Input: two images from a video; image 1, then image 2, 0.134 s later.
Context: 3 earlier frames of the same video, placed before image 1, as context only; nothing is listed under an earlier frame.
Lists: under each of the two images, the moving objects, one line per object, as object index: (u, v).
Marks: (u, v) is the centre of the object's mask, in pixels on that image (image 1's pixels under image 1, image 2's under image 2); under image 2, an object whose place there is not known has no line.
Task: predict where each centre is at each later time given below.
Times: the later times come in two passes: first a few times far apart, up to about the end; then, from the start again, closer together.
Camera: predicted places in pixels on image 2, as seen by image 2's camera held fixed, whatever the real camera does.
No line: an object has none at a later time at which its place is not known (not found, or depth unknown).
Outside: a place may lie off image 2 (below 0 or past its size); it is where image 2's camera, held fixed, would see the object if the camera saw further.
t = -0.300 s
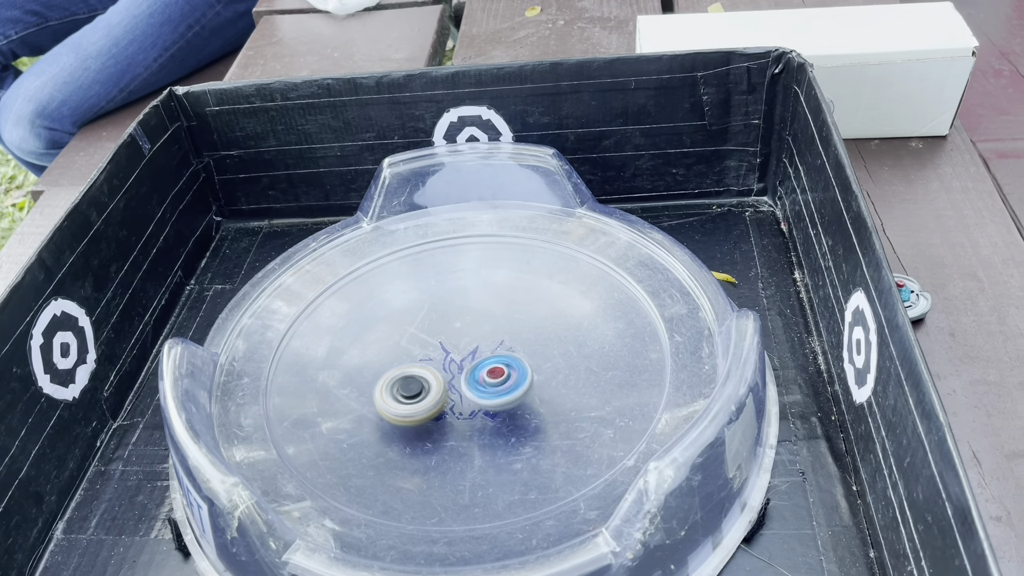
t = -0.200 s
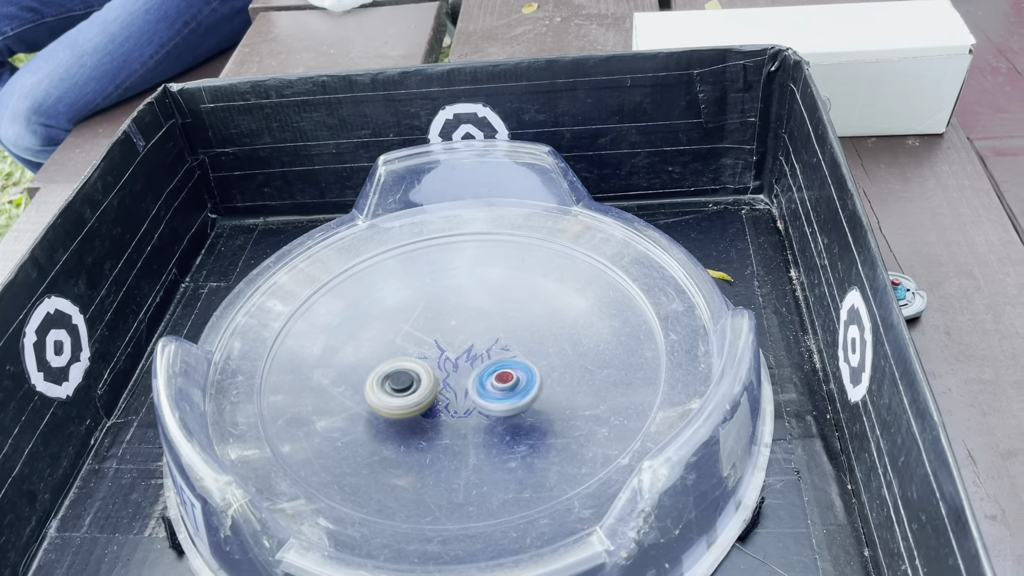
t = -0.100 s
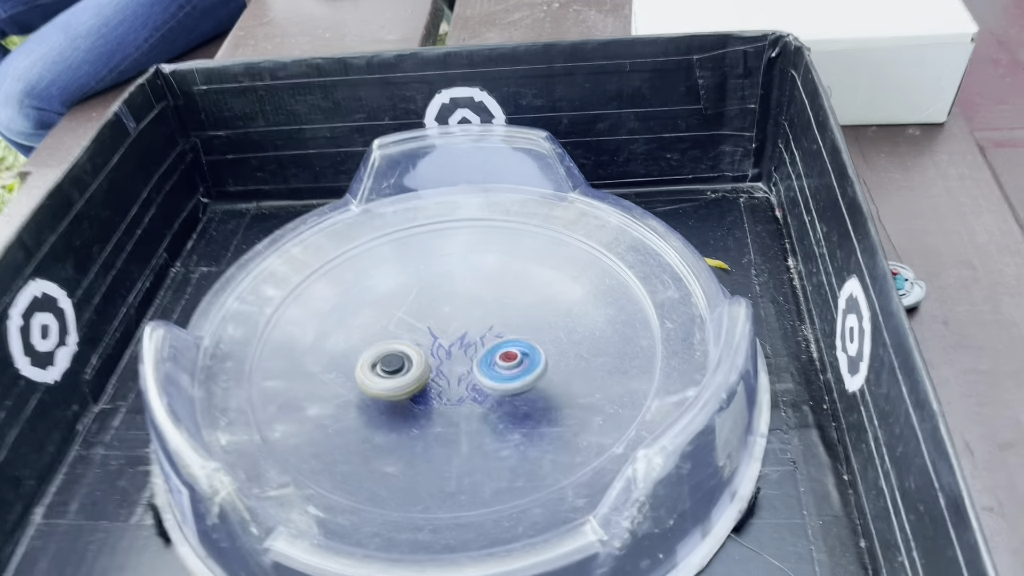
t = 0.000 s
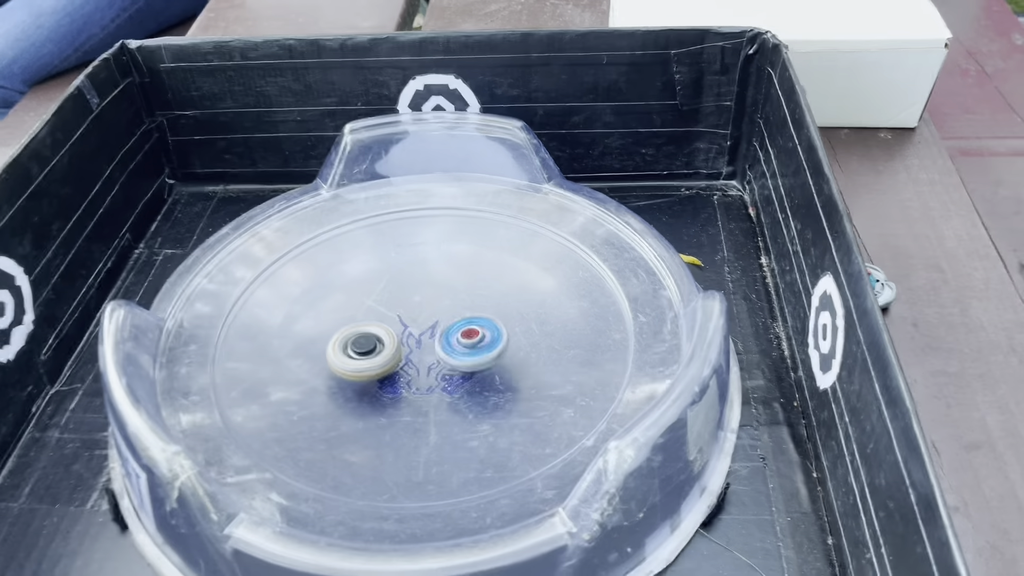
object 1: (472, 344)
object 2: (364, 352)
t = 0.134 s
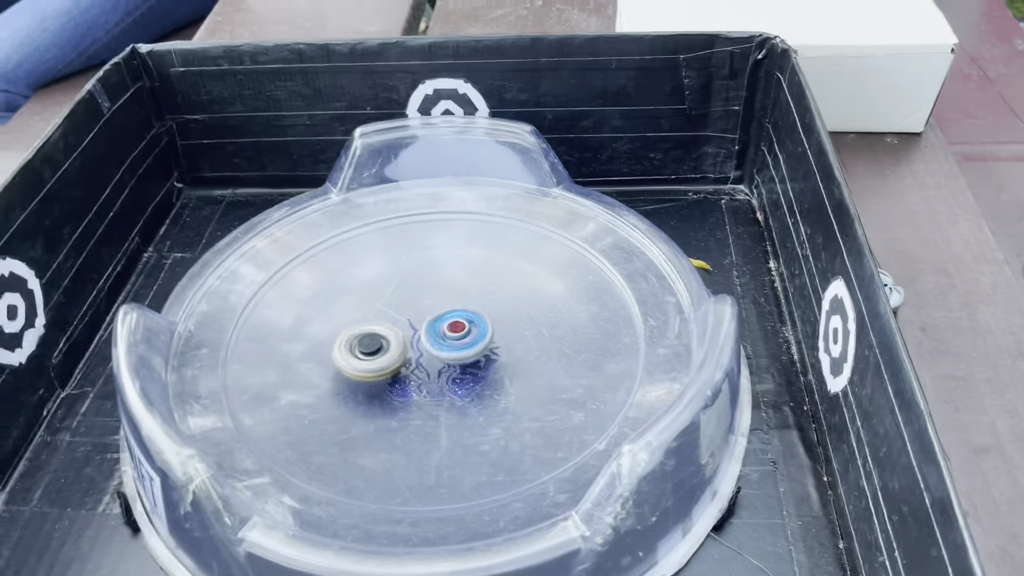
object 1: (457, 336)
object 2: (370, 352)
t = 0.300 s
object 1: (443, 322)
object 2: (364, 347)
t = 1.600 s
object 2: (374, 352)
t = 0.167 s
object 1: (456, 332)
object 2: (363, 353)
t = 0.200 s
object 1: (455, 328)
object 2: (362, 352)
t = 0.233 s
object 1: (451, 324)
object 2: (363, 351)
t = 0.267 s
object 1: (447, 323)
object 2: (363, 349)
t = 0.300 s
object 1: (443, 322)
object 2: (364, 347)
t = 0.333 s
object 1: (438, 323)
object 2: (365, 346)
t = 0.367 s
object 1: (437, 323)
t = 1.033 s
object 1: (492, 307)
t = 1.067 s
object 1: (496, 305)
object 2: (399, 338)
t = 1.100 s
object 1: (497, 302)
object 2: (401, 338)
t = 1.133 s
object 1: (496, 300)
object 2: (404, 337)
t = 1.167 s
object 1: (494, 300)
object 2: (407, 337)
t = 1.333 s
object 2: (382, 350)
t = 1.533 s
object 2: (371, 353)
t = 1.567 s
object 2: (372, 352)
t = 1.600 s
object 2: (374, 352)
